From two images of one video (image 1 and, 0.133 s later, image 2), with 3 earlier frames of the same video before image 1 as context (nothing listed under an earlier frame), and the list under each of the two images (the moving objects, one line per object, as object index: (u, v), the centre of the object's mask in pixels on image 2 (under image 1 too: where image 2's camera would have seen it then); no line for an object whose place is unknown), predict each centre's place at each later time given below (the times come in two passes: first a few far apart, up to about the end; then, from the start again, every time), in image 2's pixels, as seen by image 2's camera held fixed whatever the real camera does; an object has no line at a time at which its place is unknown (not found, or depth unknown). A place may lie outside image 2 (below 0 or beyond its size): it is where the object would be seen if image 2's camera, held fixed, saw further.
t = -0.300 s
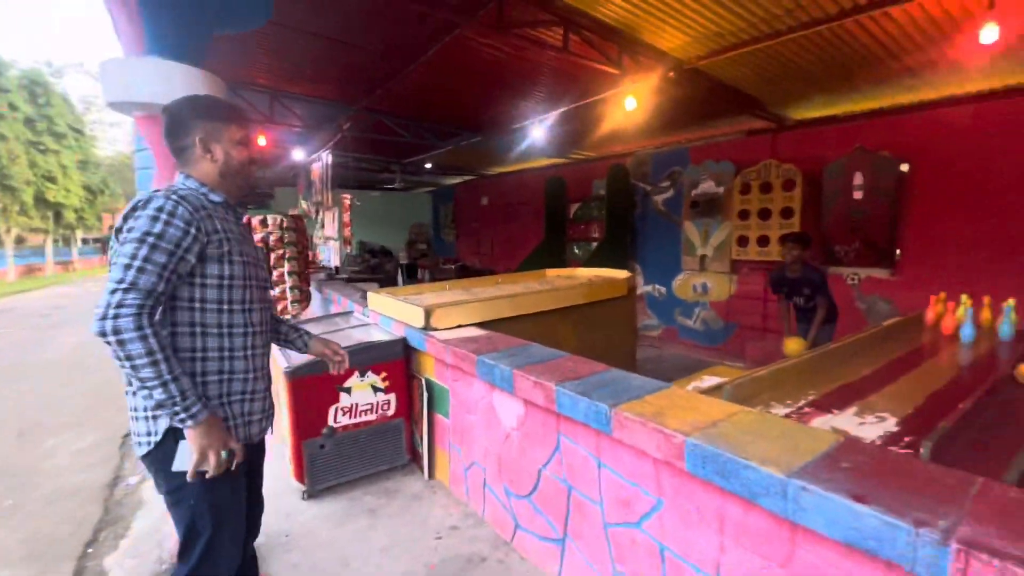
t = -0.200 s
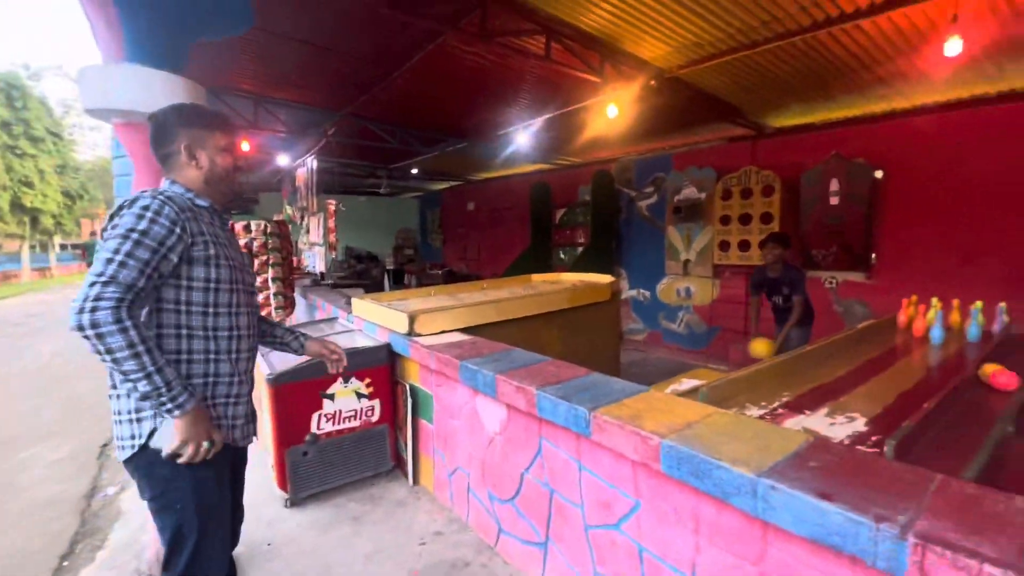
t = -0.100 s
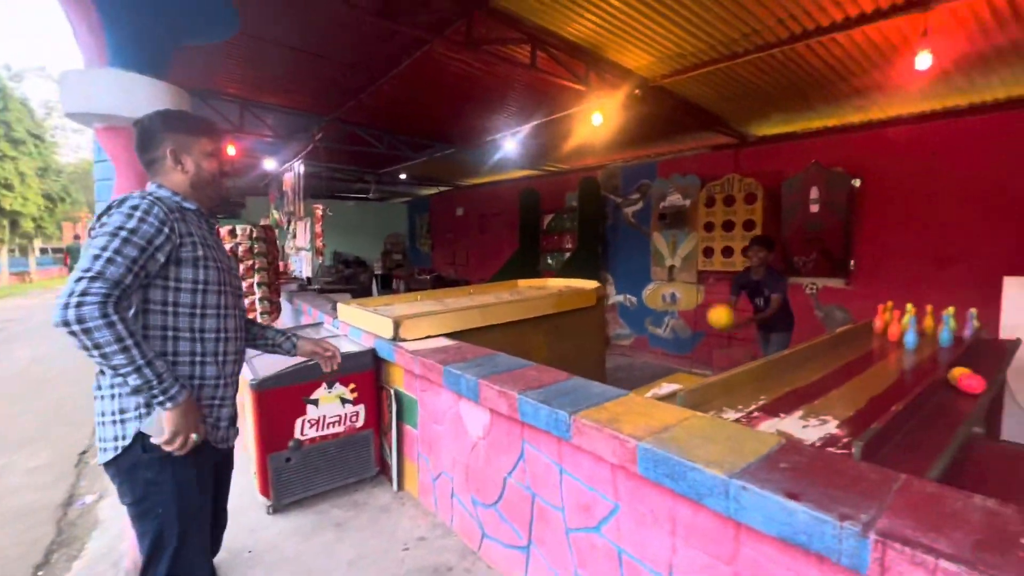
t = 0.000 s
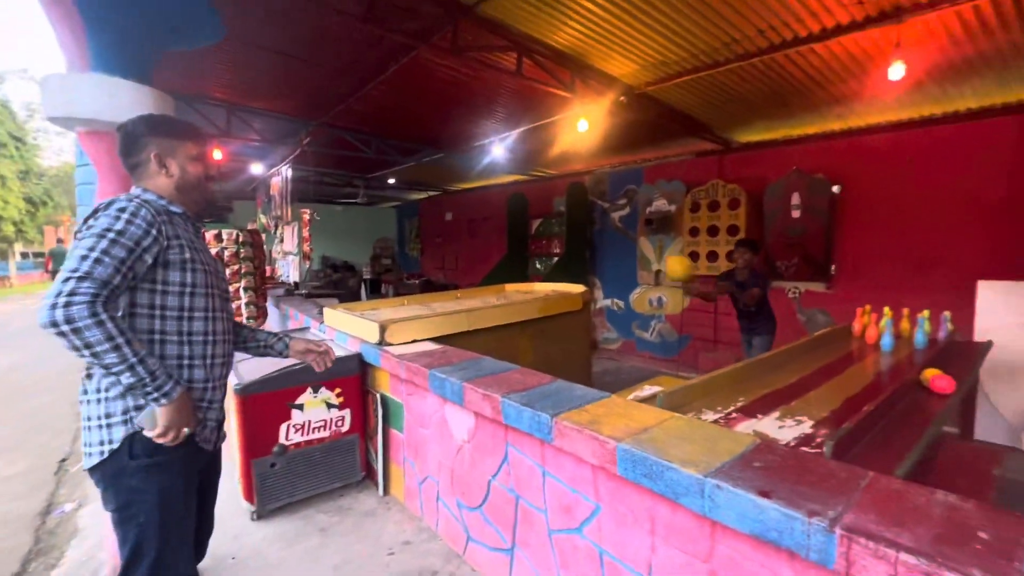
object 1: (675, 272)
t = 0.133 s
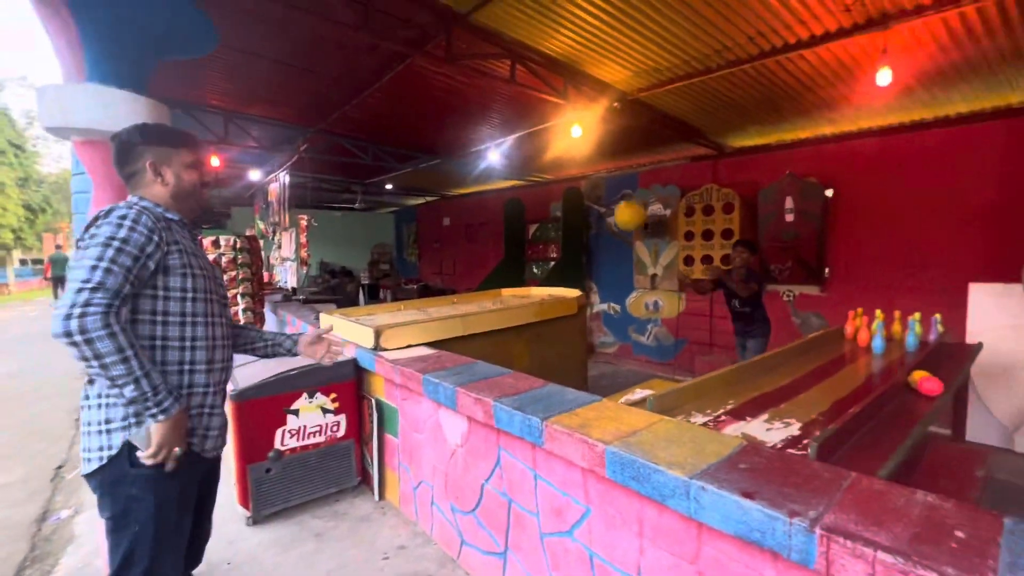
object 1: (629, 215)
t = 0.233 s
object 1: (591, 188)
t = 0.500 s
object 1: (454, 200)
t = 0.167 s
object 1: (618, 205)
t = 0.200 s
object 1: (604, 195)
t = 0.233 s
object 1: (591, 188)
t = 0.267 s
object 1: (576, 182)
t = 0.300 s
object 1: (561, 177)
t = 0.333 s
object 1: (545, 175)
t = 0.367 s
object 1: (529, 175)
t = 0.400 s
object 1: (511, 177)
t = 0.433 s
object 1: (493, 183)
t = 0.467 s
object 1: (475, 189)
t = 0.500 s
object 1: (454, 200)
